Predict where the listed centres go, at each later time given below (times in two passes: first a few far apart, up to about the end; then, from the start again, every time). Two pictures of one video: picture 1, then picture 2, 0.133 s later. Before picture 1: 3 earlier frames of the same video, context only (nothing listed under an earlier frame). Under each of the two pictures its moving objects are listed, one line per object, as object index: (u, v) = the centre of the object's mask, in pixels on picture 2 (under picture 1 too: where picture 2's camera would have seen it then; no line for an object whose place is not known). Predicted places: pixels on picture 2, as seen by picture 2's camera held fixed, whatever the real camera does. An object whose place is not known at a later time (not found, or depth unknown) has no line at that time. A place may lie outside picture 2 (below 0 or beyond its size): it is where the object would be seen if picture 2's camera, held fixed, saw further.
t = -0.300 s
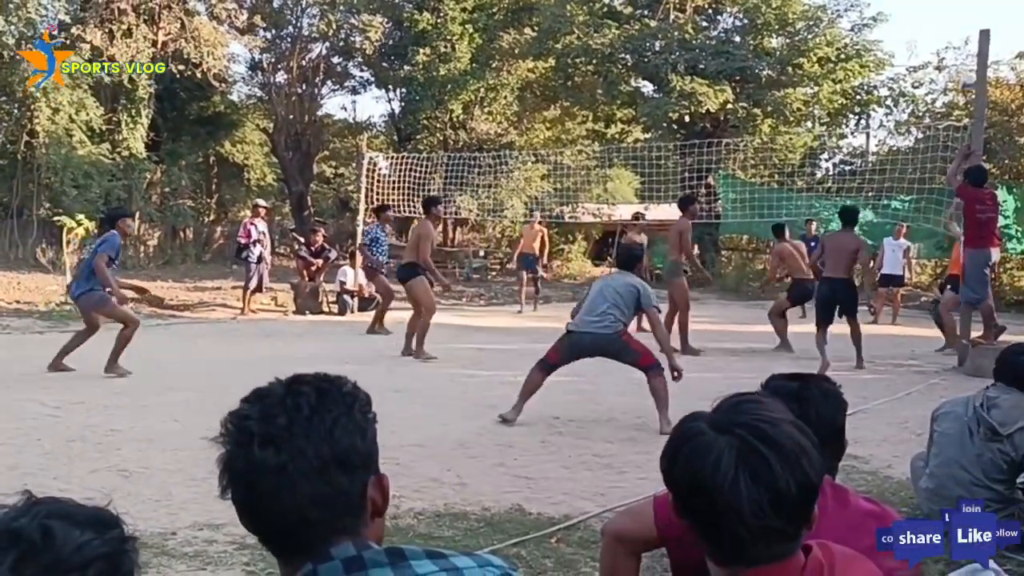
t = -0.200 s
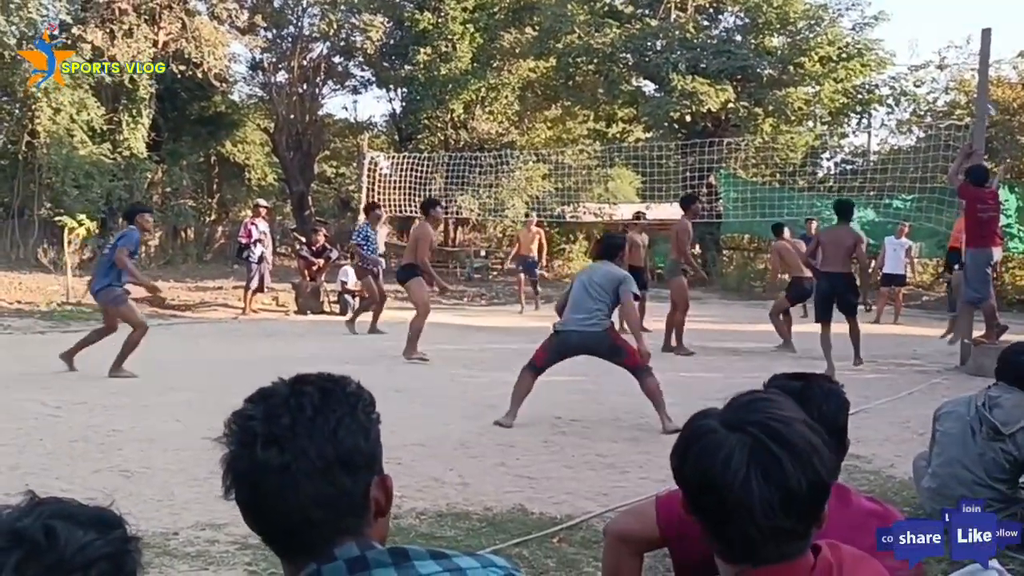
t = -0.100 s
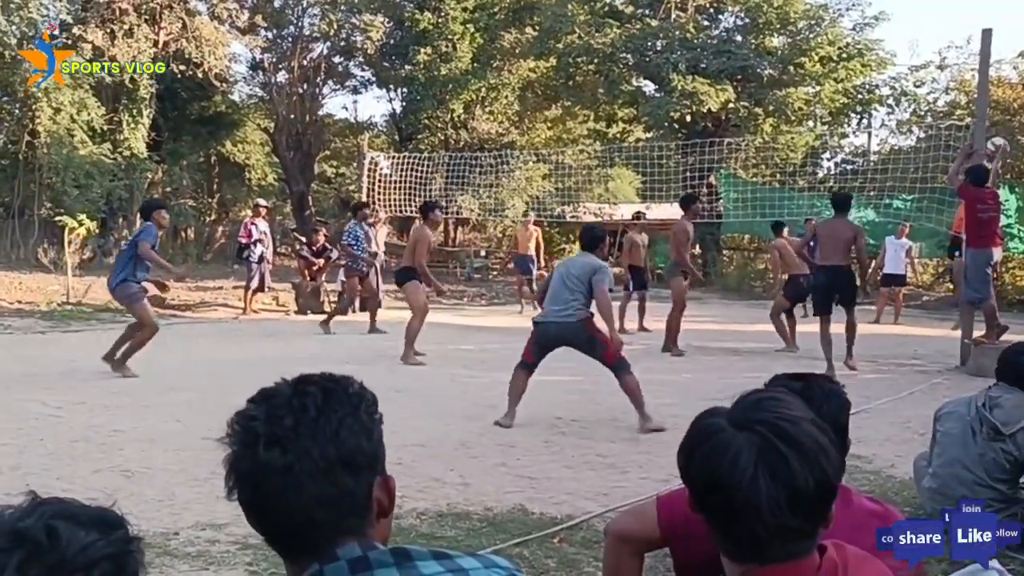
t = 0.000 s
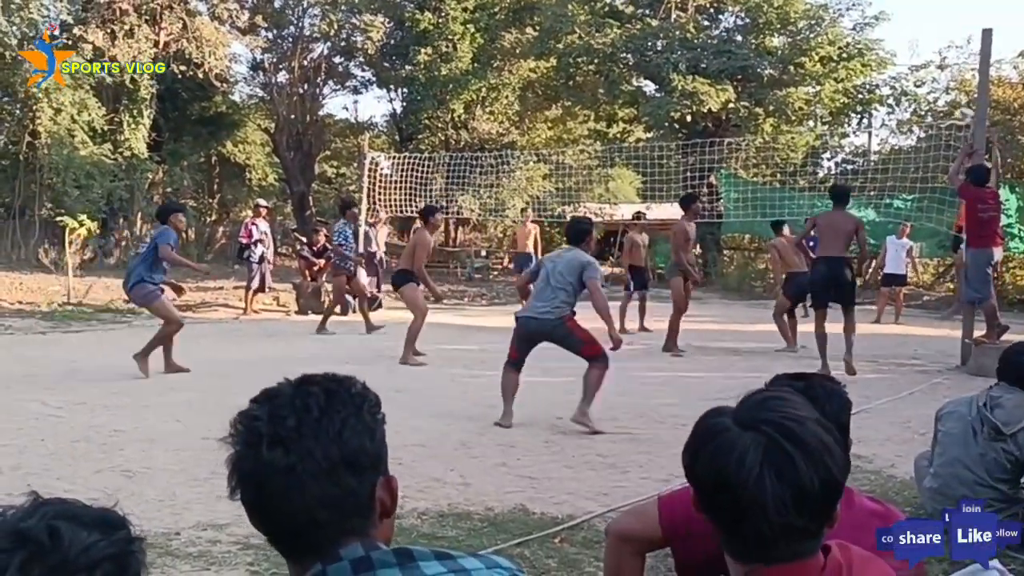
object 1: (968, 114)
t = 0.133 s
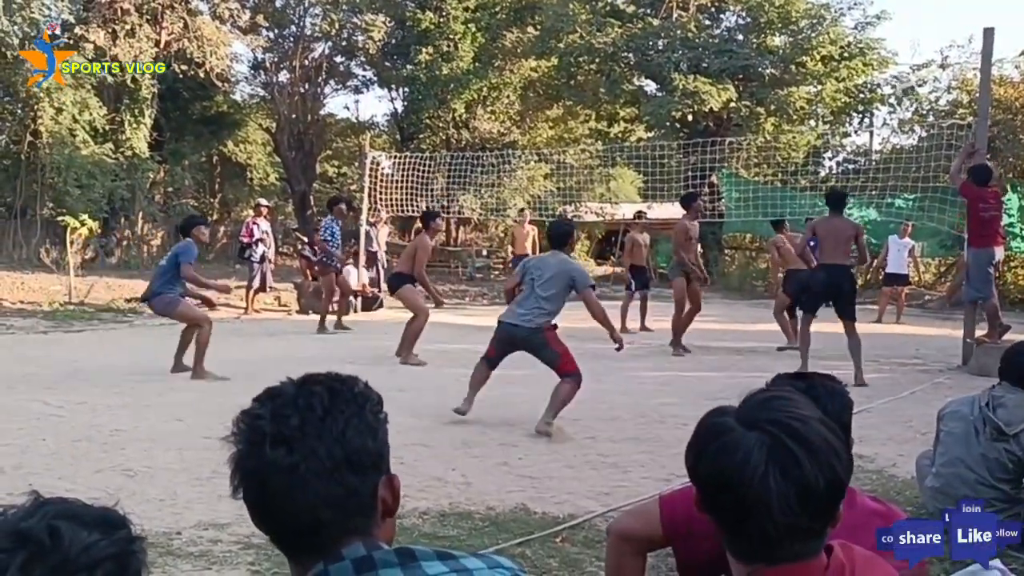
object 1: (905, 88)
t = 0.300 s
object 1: (830, 72)
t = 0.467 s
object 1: (750, 80)
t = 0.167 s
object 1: (892, 85)
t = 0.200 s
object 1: (876, 80)
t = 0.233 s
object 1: (862, 76)
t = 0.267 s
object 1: (844, 72)
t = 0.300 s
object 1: (830, 72)
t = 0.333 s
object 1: (814, 71)
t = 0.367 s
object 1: (798, 71)
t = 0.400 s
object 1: (783, 74)
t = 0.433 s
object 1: (766, 77)
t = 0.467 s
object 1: (750, 80)
